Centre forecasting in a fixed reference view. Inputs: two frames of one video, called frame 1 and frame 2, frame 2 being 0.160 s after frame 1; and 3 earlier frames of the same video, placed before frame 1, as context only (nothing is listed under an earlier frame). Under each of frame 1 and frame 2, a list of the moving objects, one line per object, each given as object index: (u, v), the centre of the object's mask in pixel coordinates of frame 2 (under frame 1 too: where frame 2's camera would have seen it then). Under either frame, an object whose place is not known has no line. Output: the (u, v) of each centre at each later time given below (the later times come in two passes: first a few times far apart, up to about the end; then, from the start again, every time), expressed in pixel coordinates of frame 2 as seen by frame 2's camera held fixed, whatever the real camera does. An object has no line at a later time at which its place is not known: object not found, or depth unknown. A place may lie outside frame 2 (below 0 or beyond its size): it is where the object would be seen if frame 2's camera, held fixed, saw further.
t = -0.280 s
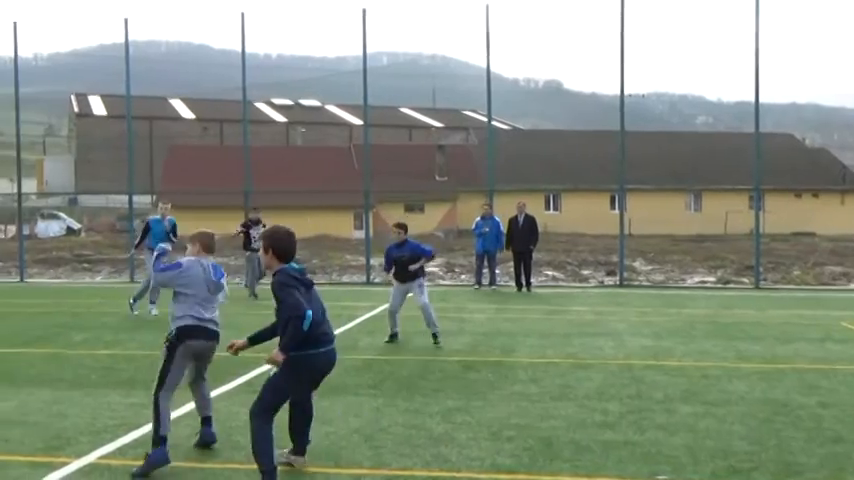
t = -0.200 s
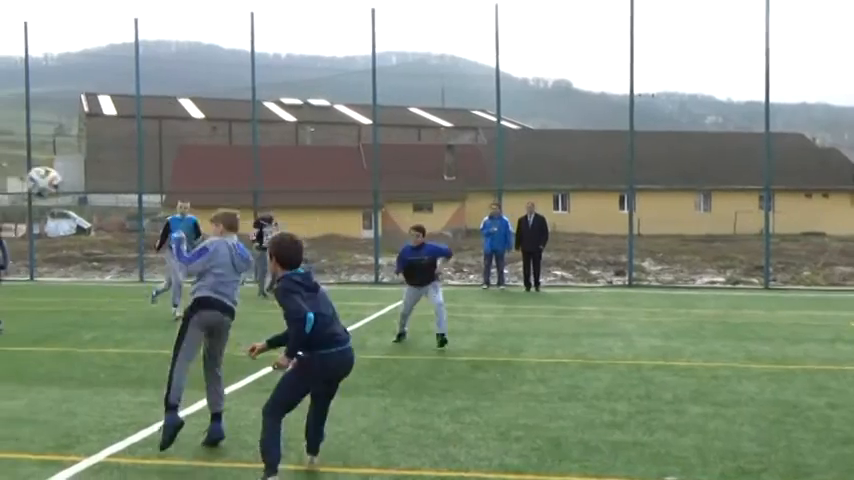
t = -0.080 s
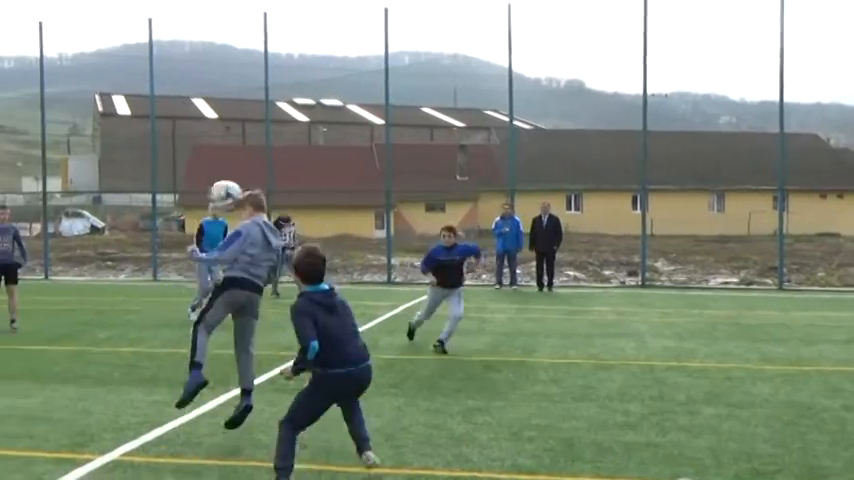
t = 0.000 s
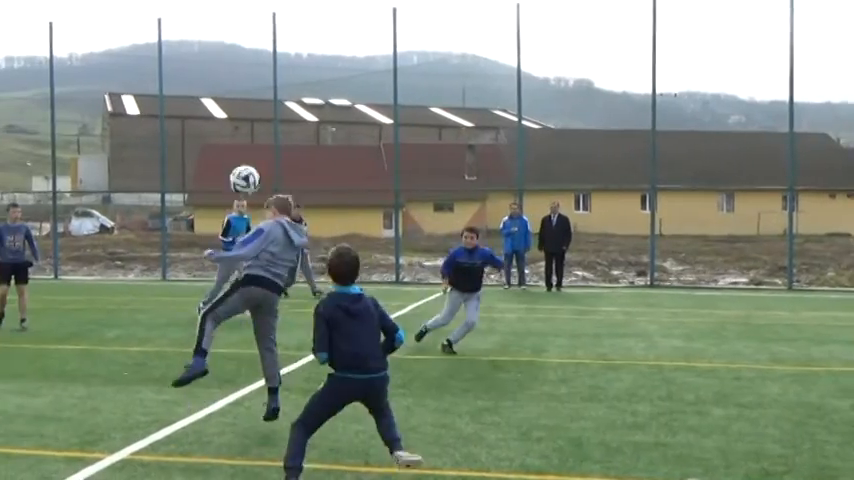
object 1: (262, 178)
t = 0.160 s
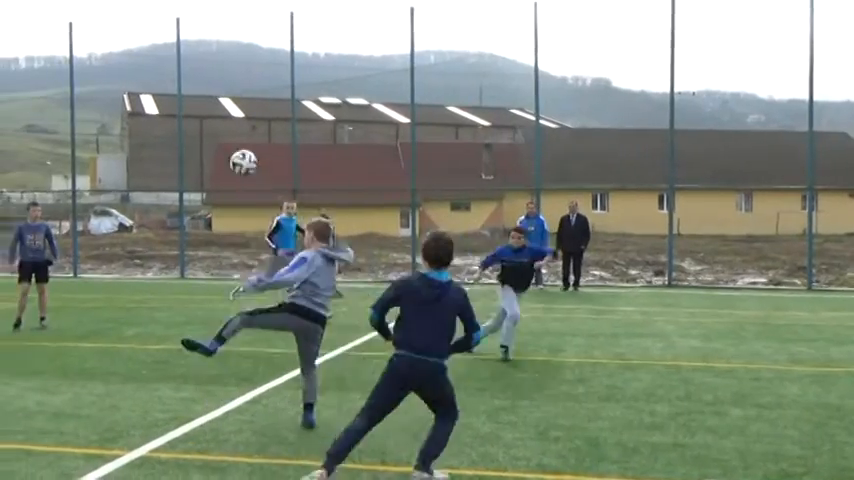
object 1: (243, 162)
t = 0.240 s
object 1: (236, 165)
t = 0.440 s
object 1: (220, 200)
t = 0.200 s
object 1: (240, 163)
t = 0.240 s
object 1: (236, 165)
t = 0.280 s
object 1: (232, 169)
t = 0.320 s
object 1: (230, 175)
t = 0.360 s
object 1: (227, 182)
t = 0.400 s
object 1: (223, 191)
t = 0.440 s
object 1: (220, 200)
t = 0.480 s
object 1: (218, 209)
